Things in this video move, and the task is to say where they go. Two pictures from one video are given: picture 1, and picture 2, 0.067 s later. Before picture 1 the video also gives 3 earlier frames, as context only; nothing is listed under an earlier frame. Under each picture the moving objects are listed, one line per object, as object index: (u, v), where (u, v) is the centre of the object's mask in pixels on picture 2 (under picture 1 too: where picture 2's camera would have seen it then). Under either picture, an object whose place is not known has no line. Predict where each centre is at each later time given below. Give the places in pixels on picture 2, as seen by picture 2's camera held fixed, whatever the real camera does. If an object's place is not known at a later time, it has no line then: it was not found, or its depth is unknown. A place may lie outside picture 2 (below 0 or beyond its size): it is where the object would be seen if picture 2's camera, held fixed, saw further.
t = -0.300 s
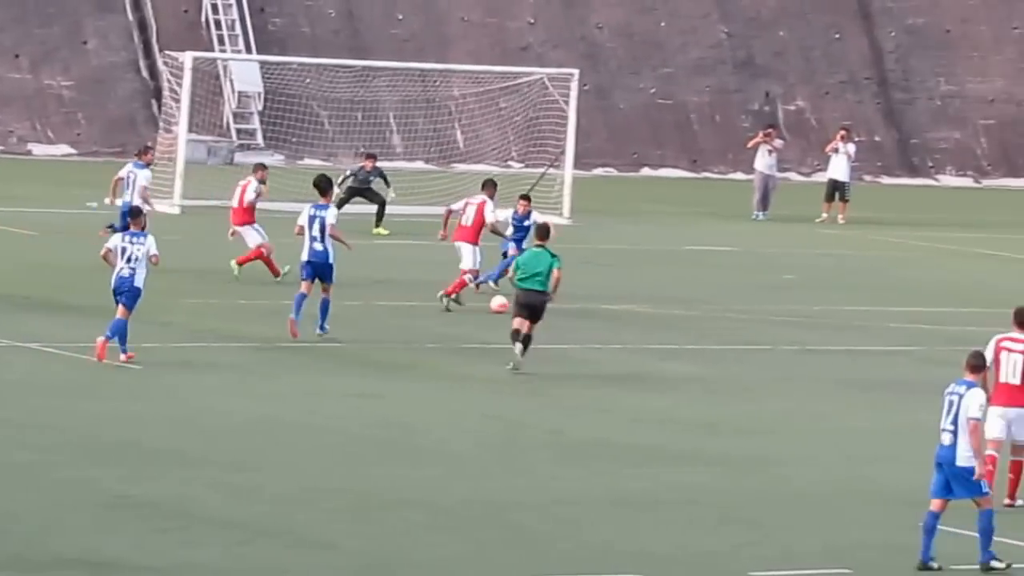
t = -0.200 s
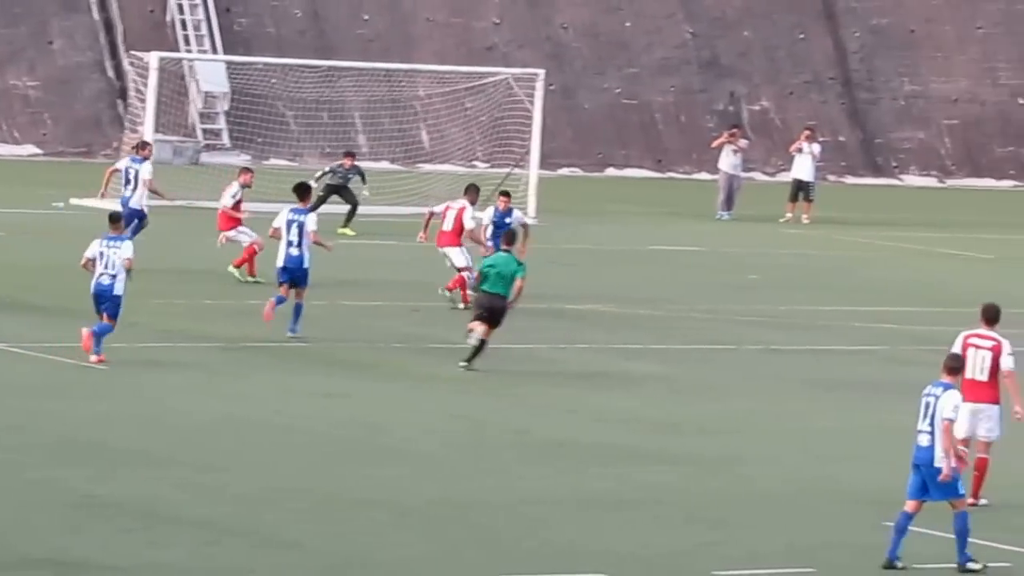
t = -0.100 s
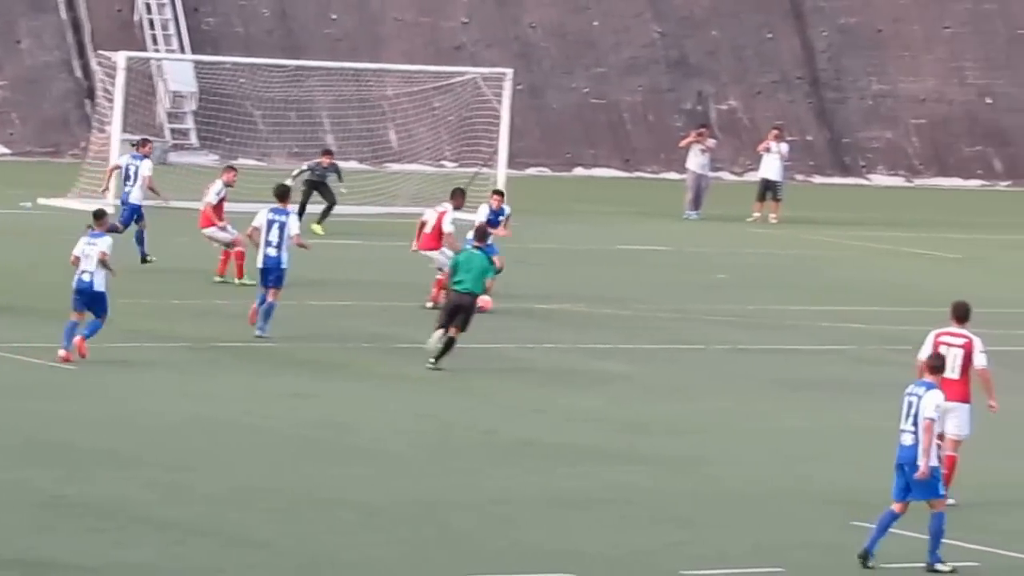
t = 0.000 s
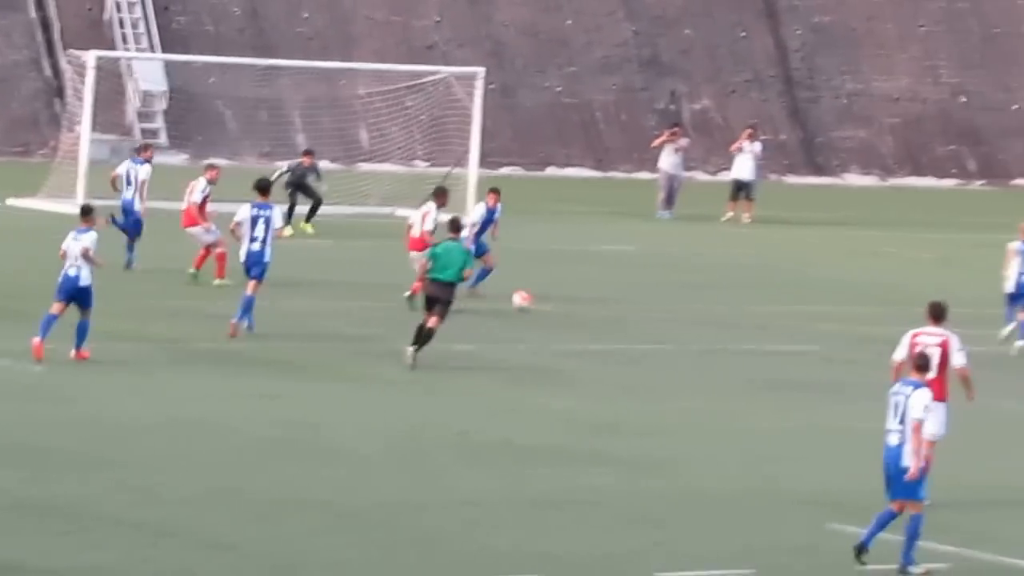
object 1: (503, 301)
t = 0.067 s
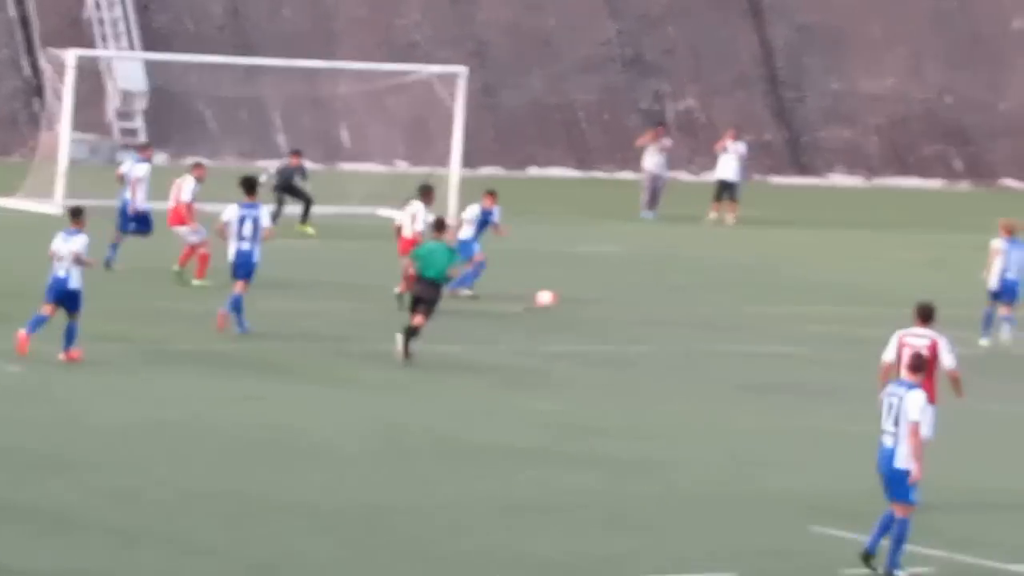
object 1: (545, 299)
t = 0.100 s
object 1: (565, 297)
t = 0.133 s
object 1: (584, 295)
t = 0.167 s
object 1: (604, 294)
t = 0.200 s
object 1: (622, 295)
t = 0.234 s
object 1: (640, 295)
